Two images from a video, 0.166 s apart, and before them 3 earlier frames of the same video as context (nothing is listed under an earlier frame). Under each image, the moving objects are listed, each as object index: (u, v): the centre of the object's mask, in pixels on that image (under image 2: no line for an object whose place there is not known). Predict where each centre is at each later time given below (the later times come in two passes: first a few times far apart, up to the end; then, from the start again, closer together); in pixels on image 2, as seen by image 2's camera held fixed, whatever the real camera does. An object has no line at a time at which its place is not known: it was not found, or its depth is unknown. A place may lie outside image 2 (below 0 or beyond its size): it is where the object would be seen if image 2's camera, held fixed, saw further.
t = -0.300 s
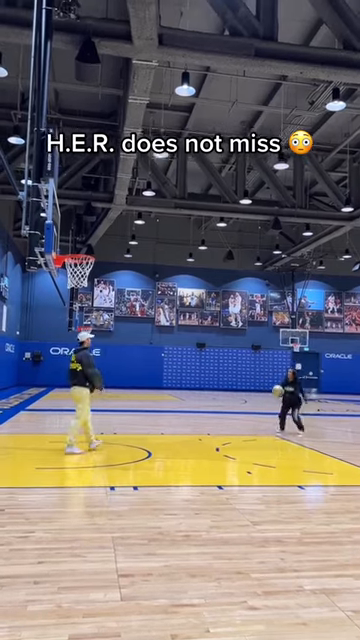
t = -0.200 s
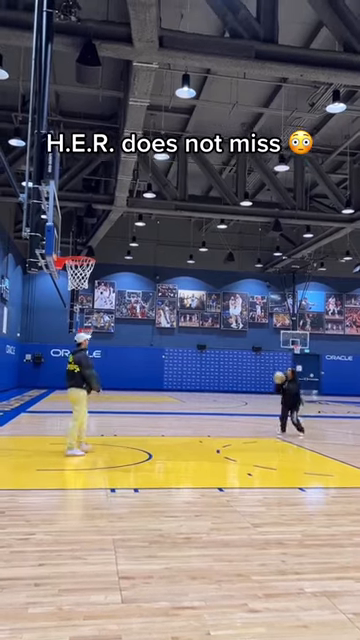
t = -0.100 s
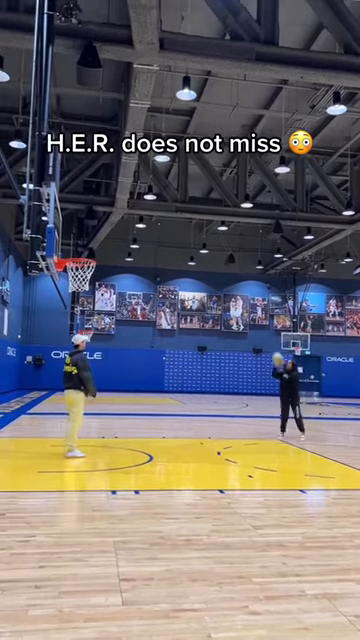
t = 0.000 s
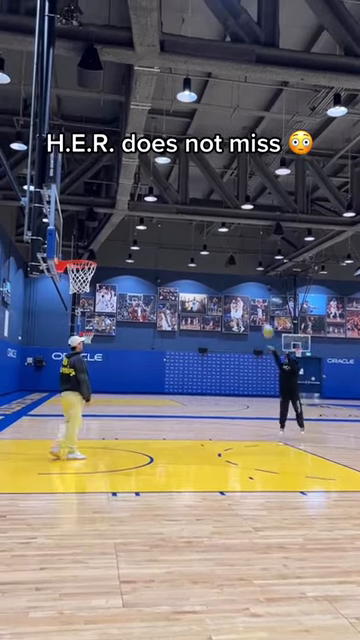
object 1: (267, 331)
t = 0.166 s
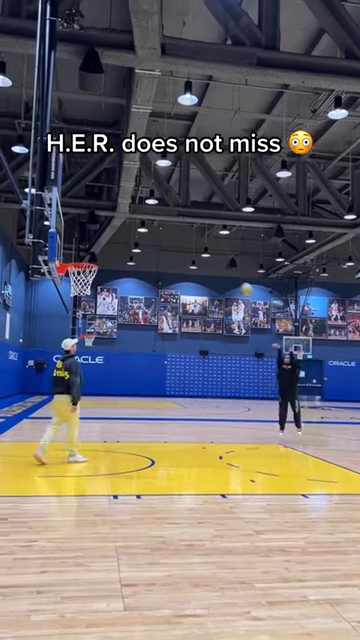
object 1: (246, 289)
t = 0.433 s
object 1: (208, 241)
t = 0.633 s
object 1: (176, 225)
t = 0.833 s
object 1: (140, 228)
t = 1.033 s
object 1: (99, 255)
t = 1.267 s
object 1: (87, 269)
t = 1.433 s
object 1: (91, 283)
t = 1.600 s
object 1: (83, 304)
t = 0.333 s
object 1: (223, 256)
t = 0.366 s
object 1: (218, 251)
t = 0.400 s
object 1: (213, 246)
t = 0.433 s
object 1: (208, 241)
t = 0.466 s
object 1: (203, 238)
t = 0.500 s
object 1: (197, 234)
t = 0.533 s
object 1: (192, 231)
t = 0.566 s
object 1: (187, 229)
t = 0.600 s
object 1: (181, 226)
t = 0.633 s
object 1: (176, 225)
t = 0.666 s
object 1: (170, 224)
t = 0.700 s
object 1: (164, 224)
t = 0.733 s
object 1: (158, 224)
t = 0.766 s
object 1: (153, 225)
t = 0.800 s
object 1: (146, 226)
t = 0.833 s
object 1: (140, 228)
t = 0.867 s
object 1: (133, 231)
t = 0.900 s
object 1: (126, 234)
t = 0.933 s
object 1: (120, 239)
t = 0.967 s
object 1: (113, 244)
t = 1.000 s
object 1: (106, 249)
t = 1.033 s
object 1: (99, 255)
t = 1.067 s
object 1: (92, 259)
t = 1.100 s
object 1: (87, 259)
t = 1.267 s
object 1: (87, 269)
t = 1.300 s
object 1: (92, 273)
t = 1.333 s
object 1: (92, 275)
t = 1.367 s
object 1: (93, 277)
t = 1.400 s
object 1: (92, 281)
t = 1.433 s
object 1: (91, 283)
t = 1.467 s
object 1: (90, 286)
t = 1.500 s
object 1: (89, 289)
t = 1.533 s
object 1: (88, 294)
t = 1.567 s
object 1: (85, 301)
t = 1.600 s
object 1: (83, 304)
